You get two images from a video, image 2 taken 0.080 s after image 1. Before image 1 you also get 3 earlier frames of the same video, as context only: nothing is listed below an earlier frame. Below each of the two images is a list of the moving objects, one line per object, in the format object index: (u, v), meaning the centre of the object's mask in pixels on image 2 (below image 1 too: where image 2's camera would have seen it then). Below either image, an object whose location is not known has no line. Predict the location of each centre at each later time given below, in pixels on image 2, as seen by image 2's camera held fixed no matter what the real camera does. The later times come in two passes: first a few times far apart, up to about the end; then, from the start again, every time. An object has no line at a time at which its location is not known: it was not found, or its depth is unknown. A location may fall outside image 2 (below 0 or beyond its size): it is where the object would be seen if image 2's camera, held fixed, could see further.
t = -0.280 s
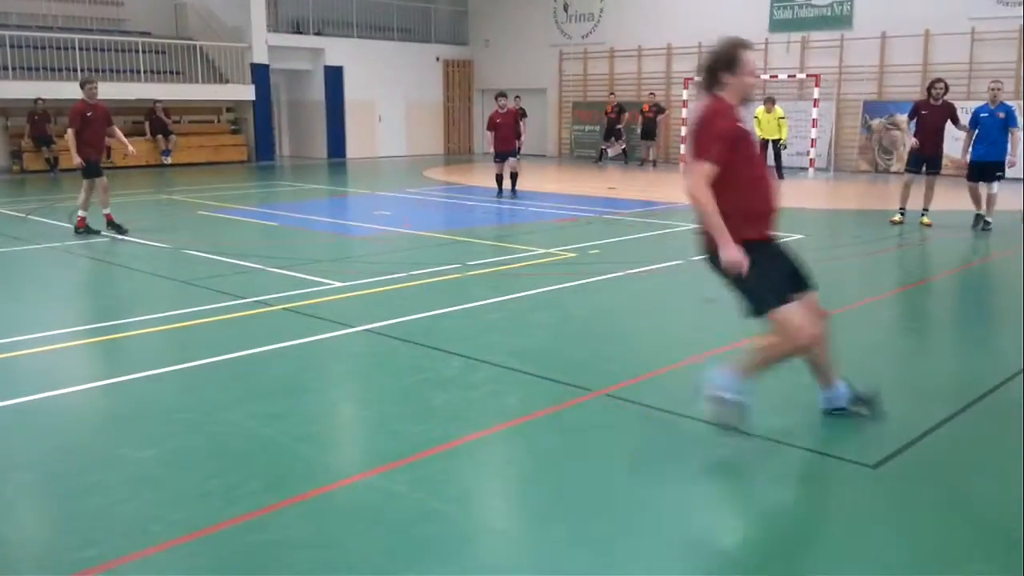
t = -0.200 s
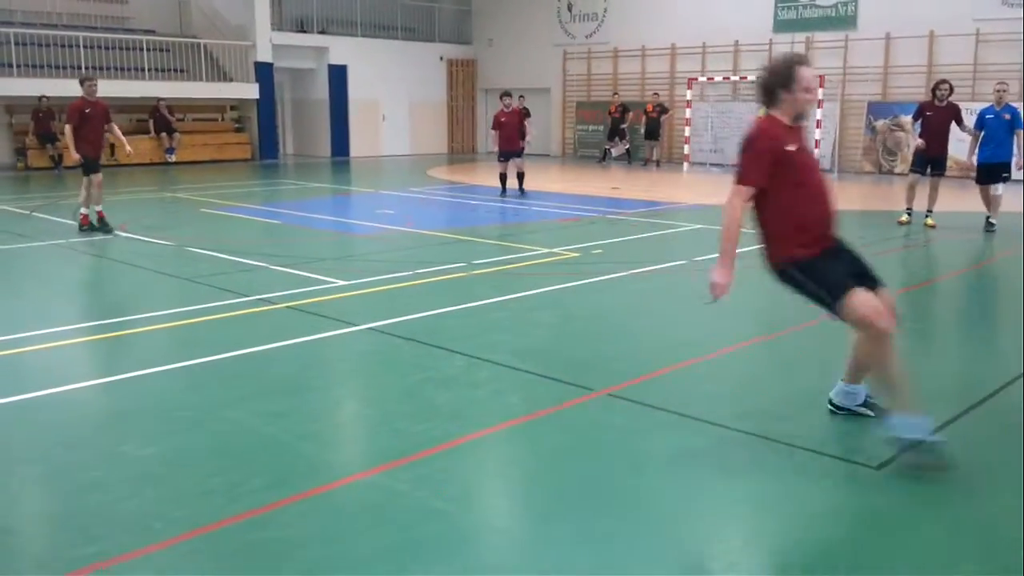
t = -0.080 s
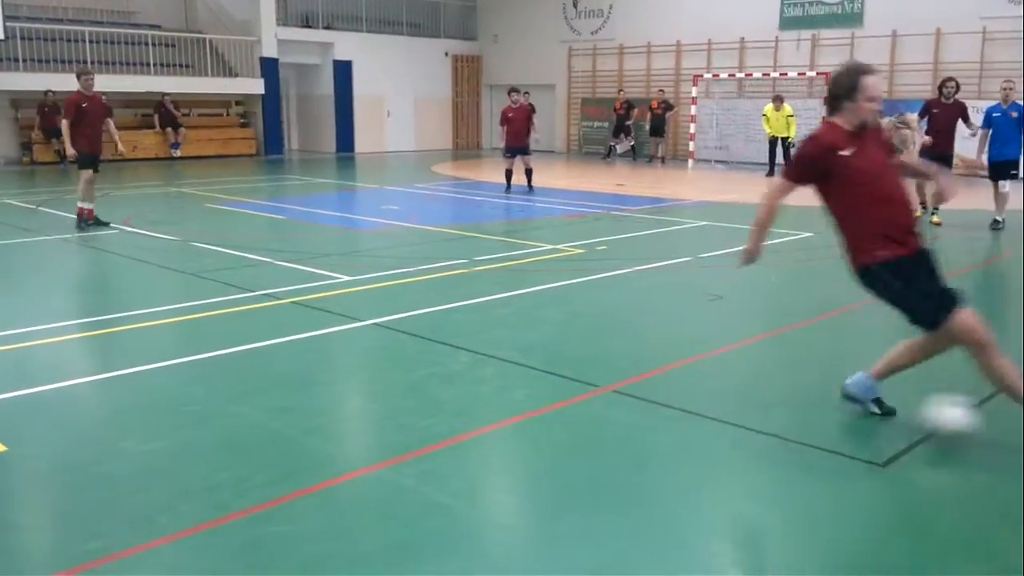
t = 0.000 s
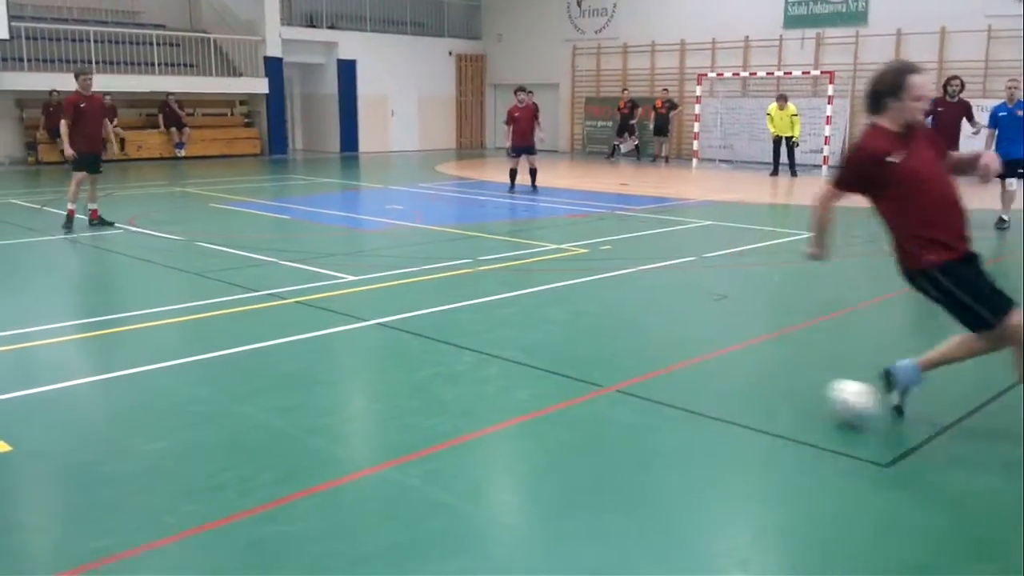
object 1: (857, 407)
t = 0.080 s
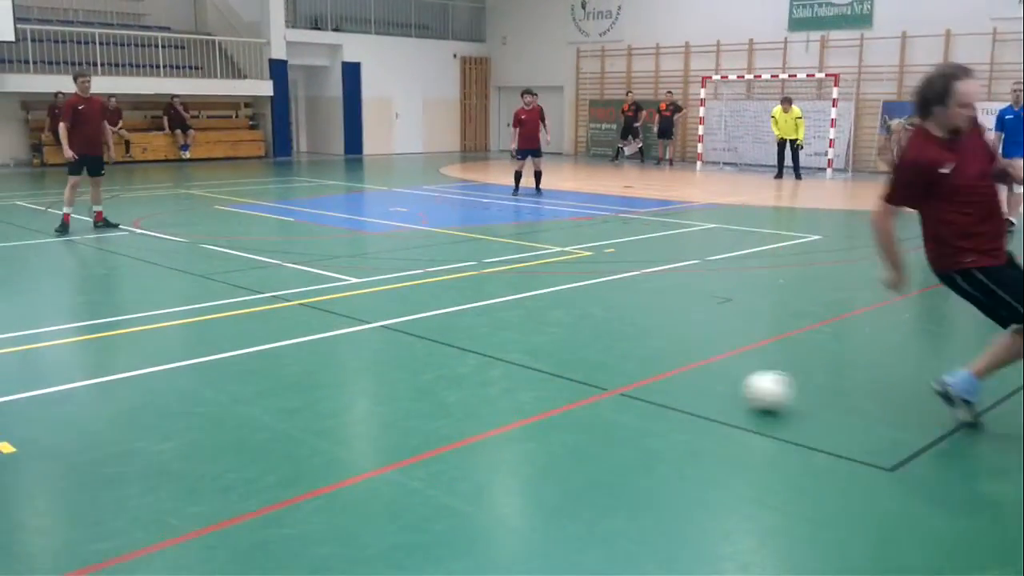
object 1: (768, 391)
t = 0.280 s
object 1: (615, 358)
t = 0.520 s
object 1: (486, 330)
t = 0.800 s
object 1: (372, 305)
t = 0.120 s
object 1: (731, 383)
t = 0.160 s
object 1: (698, 376)
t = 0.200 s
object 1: (667, 371)
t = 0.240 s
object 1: (638, 364)
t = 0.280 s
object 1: (615, 358)
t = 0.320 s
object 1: (590, 354)
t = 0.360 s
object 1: (567, 349)
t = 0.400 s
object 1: (546, 344)
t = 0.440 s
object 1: (525, 339)
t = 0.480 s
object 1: (505, 335)
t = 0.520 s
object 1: (486, 330)
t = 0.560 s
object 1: (468, 327)
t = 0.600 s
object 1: (449, 323)
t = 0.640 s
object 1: (434, 318)
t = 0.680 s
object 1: (417, 314)
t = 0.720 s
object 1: (401, 311)
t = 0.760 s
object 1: (386, 308)
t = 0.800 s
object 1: (372, 305)
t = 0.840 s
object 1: (357, 303)
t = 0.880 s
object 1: (345, 299)
